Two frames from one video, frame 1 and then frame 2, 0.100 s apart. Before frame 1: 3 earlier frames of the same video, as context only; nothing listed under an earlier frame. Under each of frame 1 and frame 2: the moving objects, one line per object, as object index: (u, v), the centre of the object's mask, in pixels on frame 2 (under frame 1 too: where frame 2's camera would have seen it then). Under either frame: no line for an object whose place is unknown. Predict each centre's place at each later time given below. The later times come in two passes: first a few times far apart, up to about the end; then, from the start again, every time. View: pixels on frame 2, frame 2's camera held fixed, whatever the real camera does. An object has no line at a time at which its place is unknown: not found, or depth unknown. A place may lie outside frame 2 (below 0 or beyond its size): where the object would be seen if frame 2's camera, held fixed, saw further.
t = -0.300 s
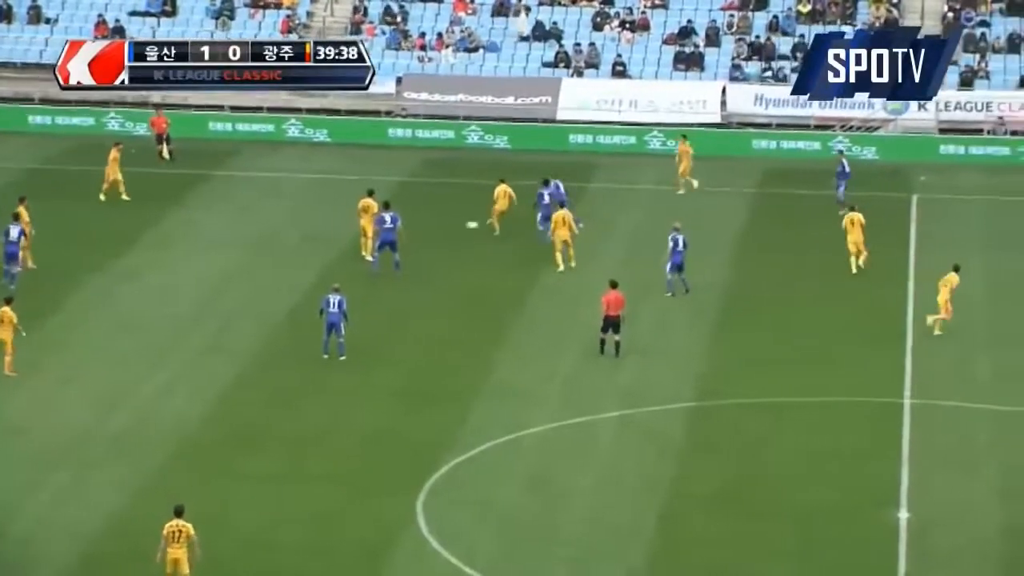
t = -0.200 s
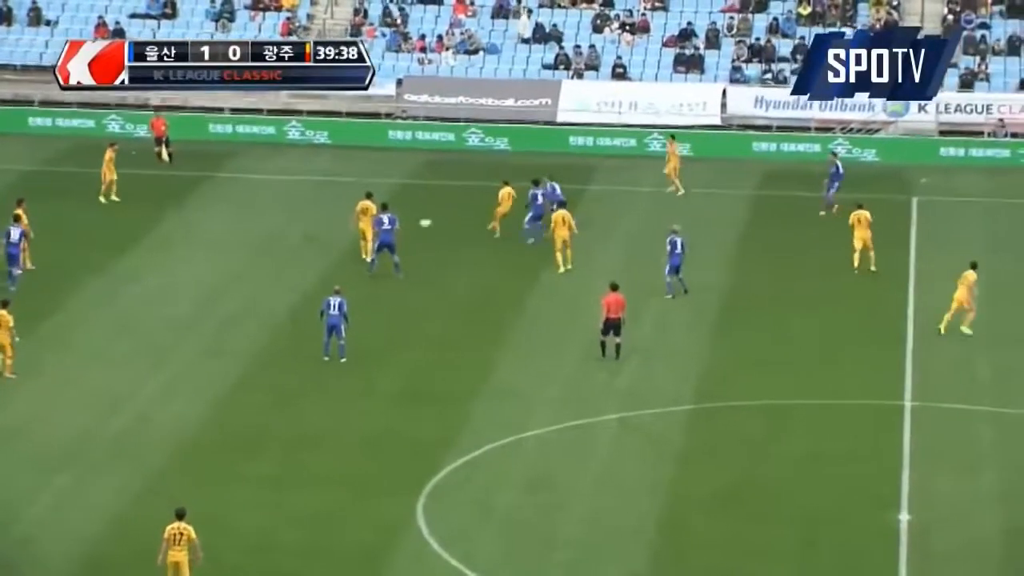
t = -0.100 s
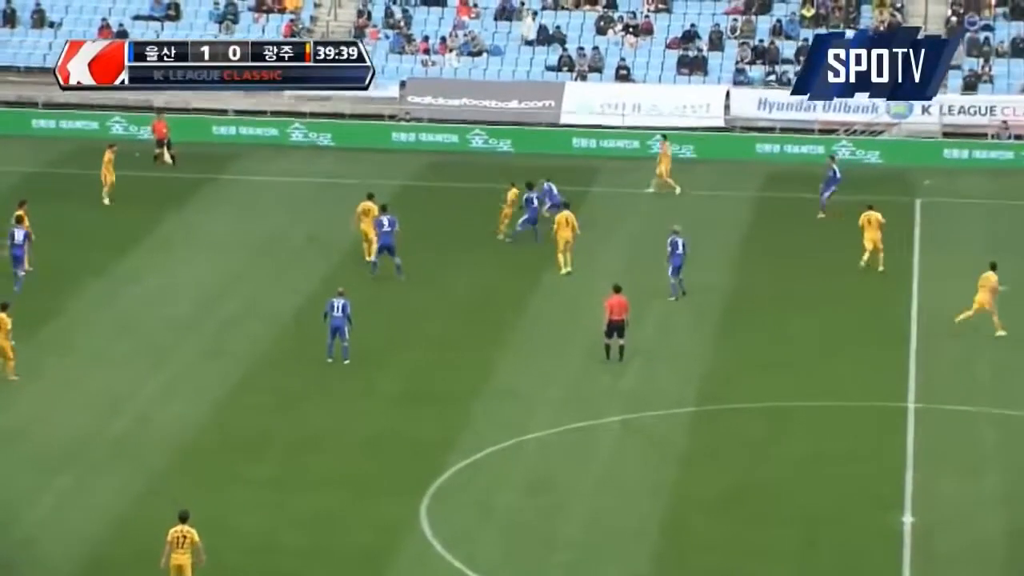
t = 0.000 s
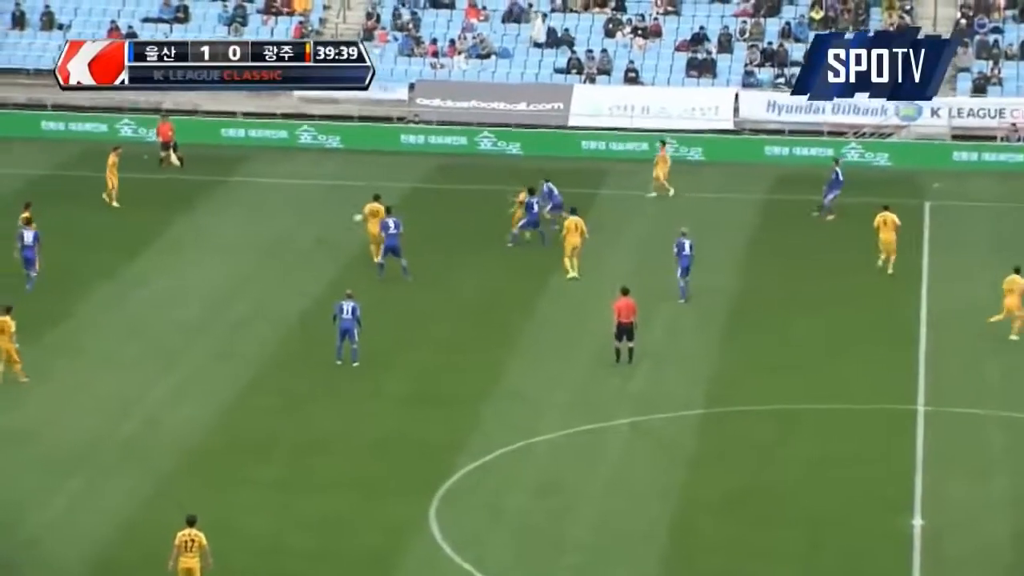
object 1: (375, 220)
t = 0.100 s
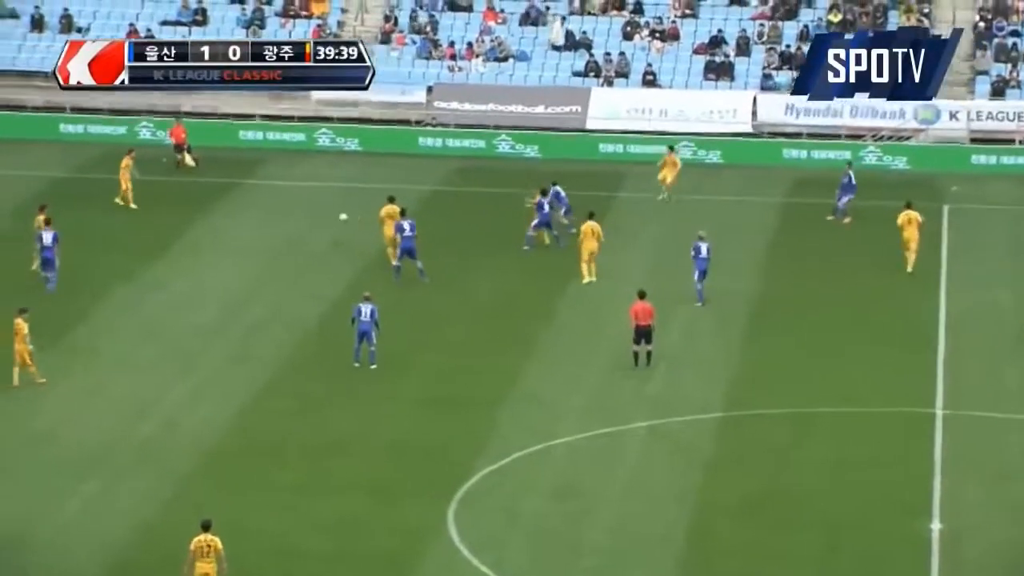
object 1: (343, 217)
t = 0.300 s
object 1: (286, 210)
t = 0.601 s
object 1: (212, 203)
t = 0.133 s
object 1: (332, 216)
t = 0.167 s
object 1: (322, 215)
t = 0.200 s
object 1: (312, 215)
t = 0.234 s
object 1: (303, 213)
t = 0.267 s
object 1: (295, 212)
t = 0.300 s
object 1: (286, 210)
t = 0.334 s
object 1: (277, 209)
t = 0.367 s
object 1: (269, 209)
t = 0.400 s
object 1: (260, 209)
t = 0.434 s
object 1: (252, 208)
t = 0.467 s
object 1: (244, 206)
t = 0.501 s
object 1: (236, 206)
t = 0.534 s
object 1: (228, 205)
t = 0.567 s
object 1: (220, 204)
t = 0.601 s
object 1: (212, 203)
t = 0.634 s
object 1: (204, 202)
